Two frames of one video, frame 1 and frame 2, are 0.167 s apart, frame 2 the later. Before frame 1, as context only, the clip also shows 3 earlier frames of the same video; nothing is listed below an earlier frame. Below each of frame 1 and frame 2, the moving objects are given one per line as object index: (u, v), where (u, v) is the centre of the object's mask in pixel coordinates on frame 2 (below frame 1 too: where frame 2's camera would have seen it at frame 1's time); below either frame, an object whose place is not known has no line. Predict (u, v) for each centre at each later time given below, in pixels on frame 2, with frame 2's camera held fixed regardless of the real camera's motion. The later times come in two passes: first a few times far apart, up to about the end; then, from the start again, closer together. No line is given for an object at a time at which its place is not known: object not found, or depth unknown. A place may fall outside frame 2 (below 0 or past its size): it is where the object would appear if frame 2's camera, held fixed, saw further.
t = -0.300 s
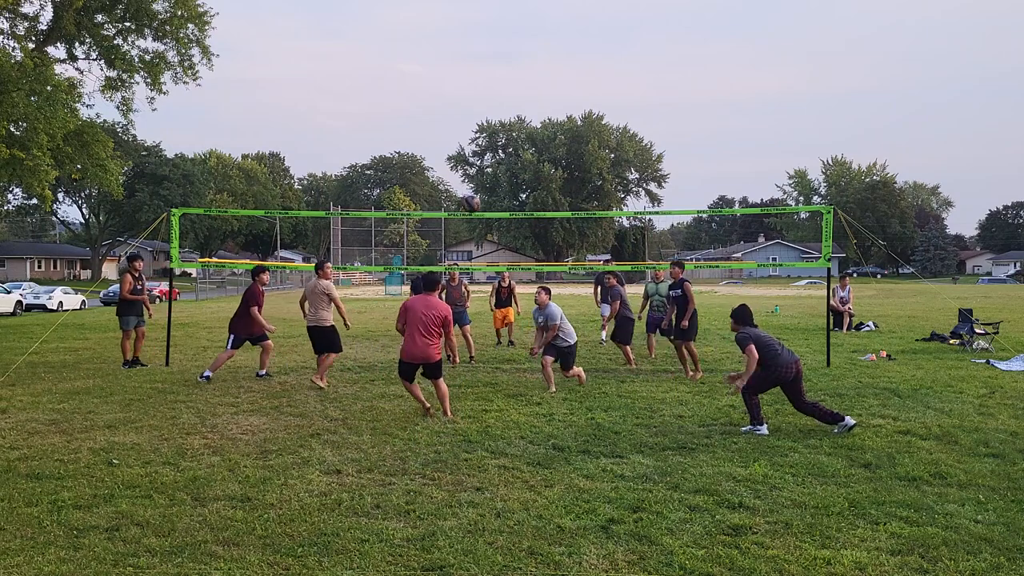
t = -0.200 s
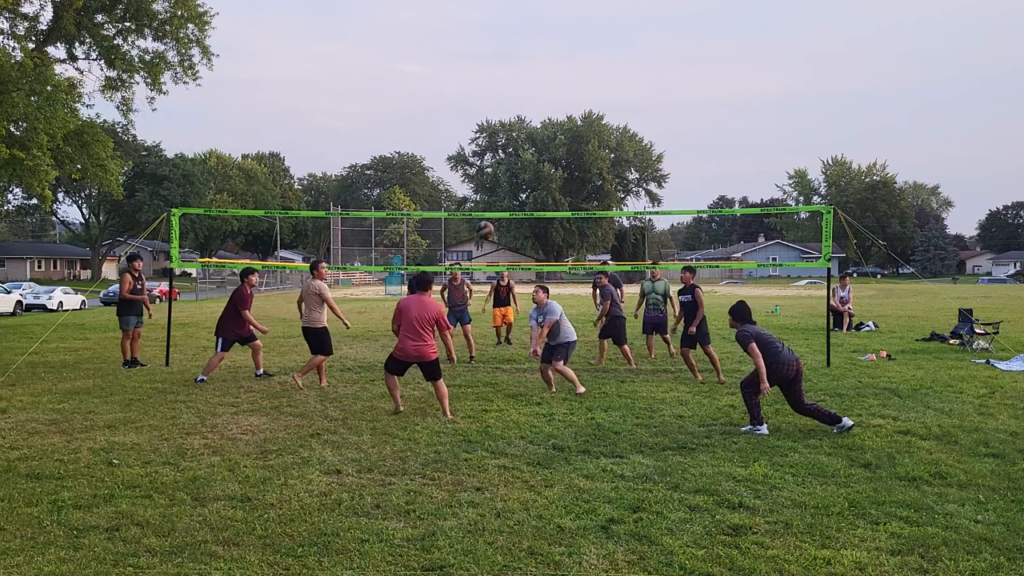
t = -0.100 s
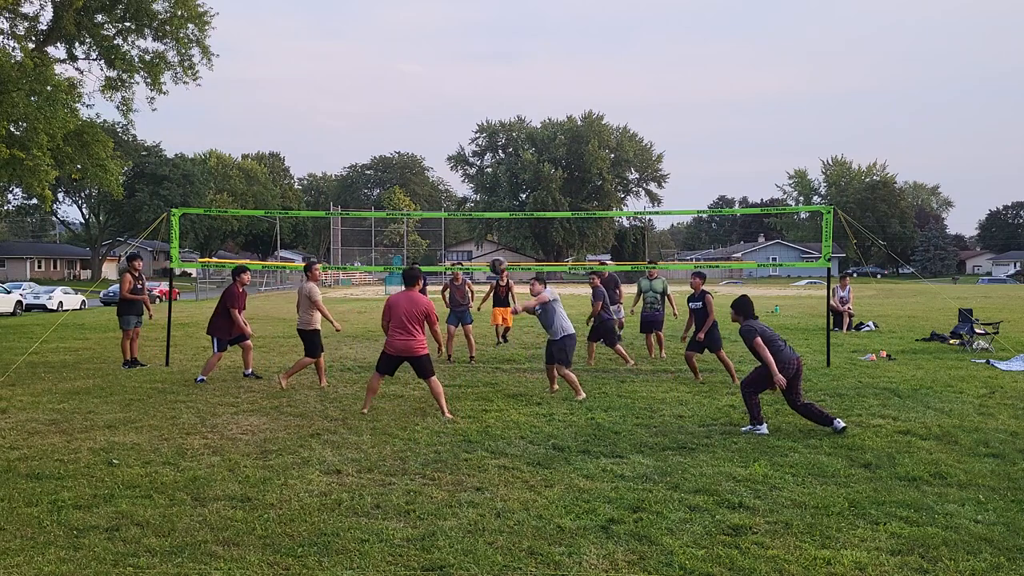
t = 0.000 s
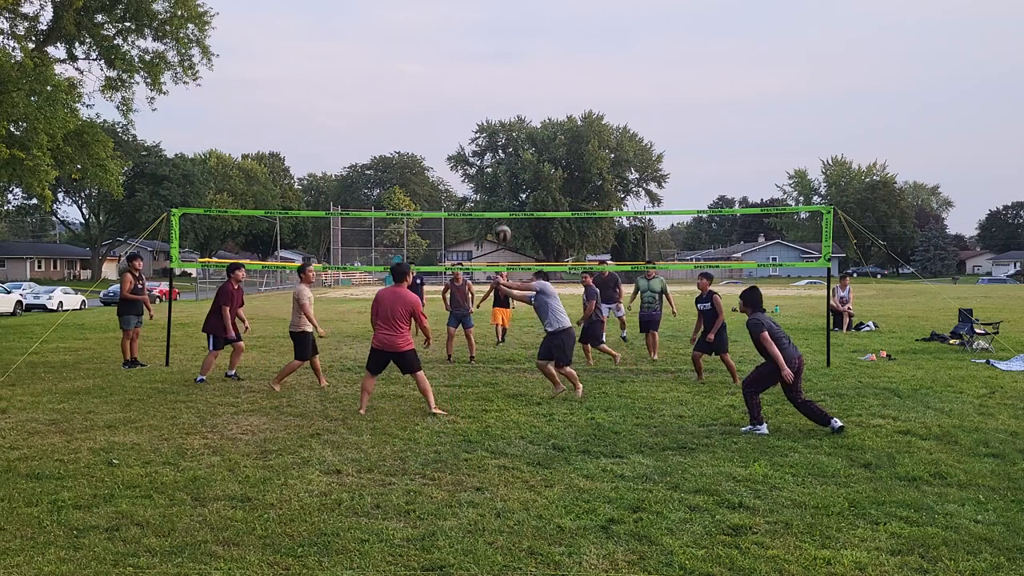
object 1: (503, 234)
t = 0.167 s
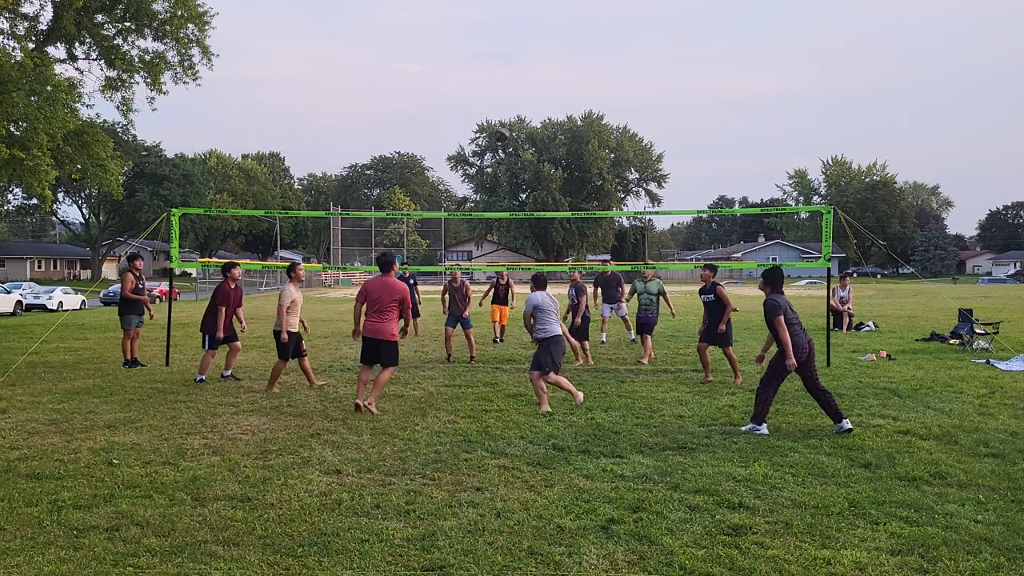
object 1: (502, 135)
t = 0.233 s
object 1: (501, 106)
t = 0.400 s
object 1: (502, 57)
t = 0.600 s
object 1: (503, 30)
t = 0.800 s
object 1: (506, 29)
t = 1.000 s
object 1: (509, 49)
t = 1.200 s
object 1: (513, 86)
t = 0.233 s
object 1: (501, 106)
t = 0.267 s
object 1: (501, 94)
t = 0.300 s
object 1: (501, 83)
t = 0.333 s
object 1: (501, 74)
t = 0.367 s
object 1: (501, 65)
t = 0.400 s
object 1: (502, 57)
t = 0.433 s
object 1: (502, 51)
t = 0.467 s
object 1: (502, 45)
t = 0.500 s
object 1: (502, 40)
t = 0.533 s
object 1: (503, 36)
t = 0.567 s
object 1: (503, 33)
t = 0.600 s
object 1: (503, 30)
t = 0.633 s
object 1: (504, 28)
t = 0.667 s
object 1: (504, 27)
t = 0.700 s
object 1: (504, 27)
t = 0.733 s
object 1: (505, 27)
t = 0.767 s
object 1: (505, 28)
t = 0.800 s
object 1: (506, 29)
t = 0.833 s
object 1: (506, 31)
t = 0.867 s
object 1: (507, 34)
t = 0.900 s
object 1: (508, 37)
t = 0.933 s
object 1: (508, 40)
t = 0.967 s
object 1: (509, 45)
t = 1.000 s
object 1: (509, 49)
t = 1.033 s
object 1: (510, 54)
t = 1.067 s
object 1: (510, 60)
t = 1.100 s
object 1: (511, 66)
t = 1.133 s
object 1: (511, 72)
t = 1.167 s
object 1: (512, 79)
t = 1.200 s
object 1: (513, 86)
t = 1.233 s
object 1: (513, 93)
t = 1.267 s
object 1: (514, 101)
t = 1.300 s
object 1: (514, 109)
